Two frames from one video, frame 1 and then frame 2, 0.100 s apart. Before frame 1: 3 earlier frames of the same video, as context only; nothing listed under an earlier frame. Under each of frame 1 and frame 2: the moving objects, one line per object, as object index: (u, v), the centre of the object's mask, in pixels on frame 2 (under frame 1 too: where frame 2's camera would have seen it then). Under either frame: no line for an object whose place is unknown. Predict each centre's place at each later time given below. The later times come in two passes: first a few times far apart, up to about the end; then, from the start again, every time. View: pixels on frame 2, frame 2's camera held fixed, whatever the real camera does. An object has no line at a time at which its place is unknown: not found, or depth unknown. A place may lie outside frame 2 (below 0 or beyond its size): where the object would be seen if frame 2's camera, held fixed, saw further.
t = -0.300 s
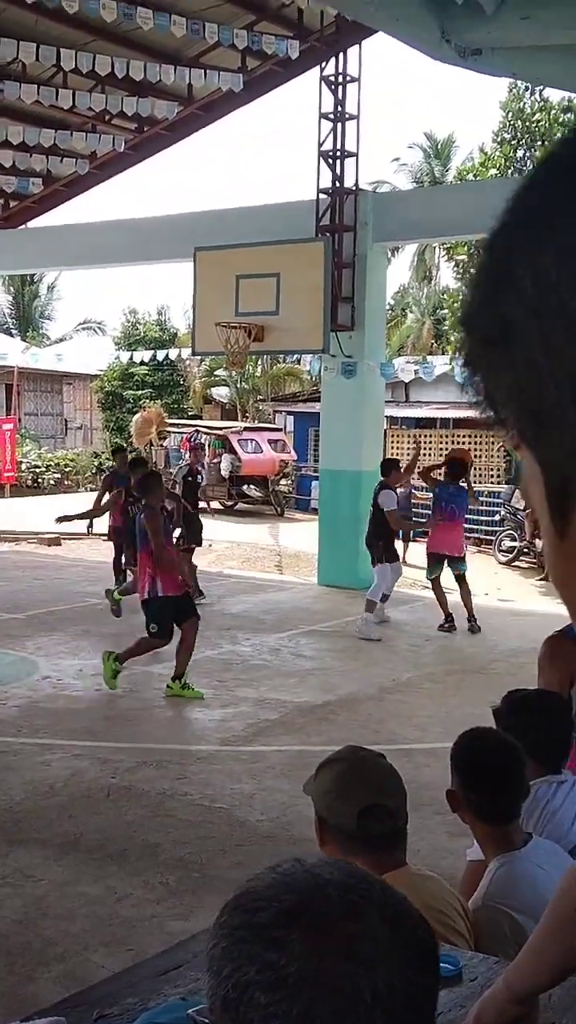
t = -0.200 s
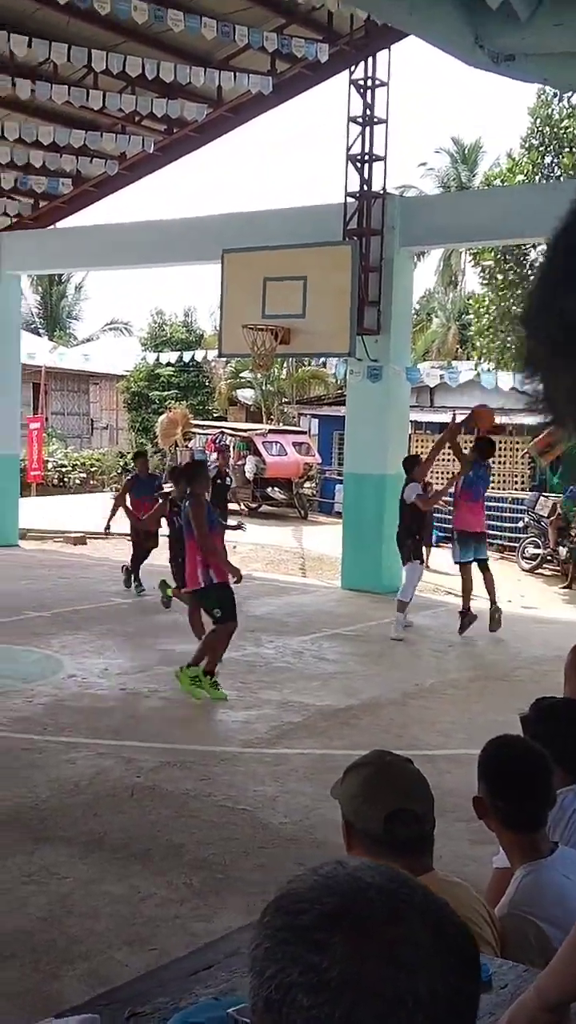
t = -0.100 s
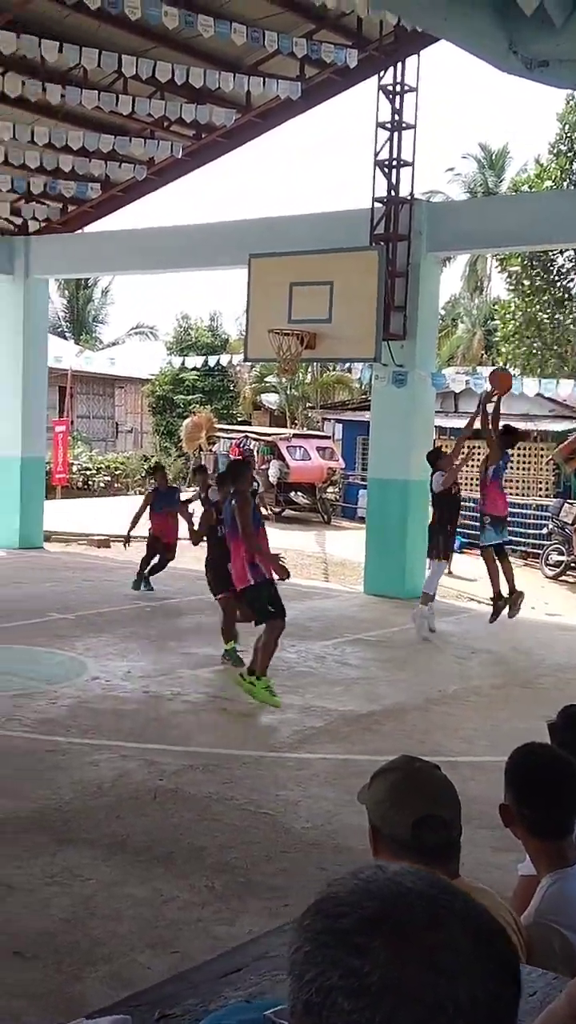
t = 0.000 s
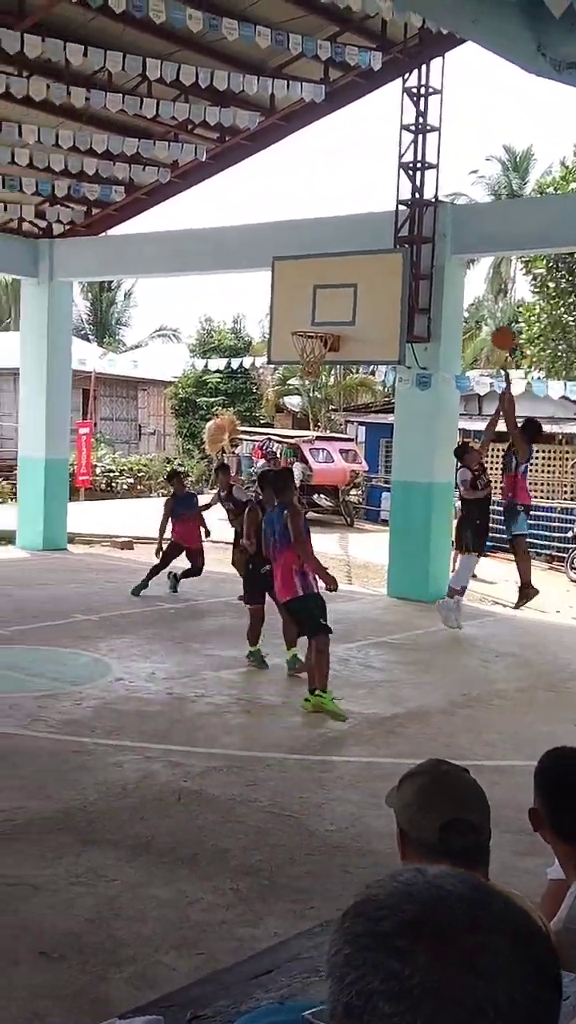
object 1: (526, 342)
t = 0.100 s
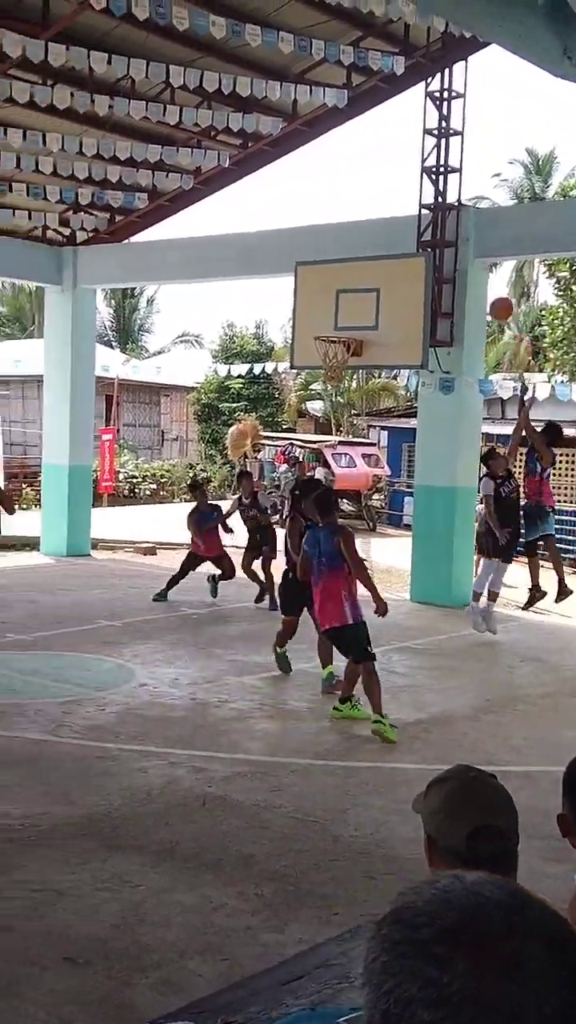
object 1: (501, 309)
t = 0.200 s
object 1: (476, 286)
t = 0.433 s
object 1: (421, 272)
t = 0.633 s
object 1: (390, 295)
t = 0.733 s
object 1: (372, 320)
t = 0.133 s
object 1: (493, 300)
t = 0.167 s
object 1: (484, 293)
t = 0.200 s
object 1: (476, 286)
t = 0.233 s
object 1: (468, 281)
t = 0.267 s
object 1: (460, 277)
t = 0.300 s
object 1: (450, 275)
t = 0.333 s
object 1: (443, 273)
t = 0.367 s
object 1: (433, 272)
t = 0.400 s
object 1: (426, 272)
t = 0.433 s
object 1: (421, 272)
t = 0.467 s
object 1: (417, 272)
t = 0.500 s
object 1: (411, 275)
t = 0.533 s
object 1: (406, 278)
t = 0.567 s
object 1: (401, 282)
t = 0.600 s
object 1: (395, 287)
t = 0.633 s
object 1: (390, 295)
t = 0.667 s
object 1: (384, 301)
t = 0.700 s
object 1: (378, 310)
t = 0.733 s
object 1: (372, 320)
